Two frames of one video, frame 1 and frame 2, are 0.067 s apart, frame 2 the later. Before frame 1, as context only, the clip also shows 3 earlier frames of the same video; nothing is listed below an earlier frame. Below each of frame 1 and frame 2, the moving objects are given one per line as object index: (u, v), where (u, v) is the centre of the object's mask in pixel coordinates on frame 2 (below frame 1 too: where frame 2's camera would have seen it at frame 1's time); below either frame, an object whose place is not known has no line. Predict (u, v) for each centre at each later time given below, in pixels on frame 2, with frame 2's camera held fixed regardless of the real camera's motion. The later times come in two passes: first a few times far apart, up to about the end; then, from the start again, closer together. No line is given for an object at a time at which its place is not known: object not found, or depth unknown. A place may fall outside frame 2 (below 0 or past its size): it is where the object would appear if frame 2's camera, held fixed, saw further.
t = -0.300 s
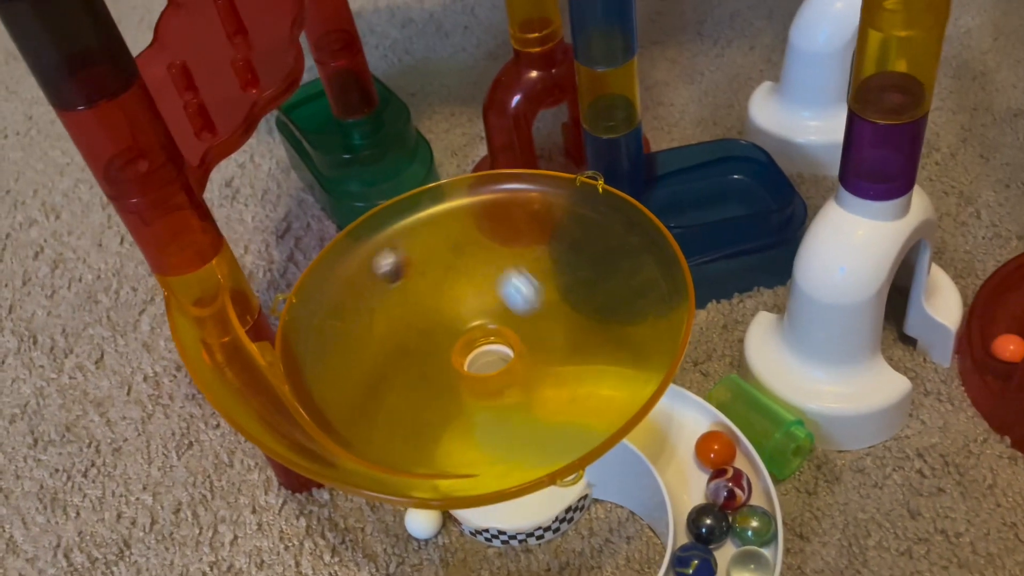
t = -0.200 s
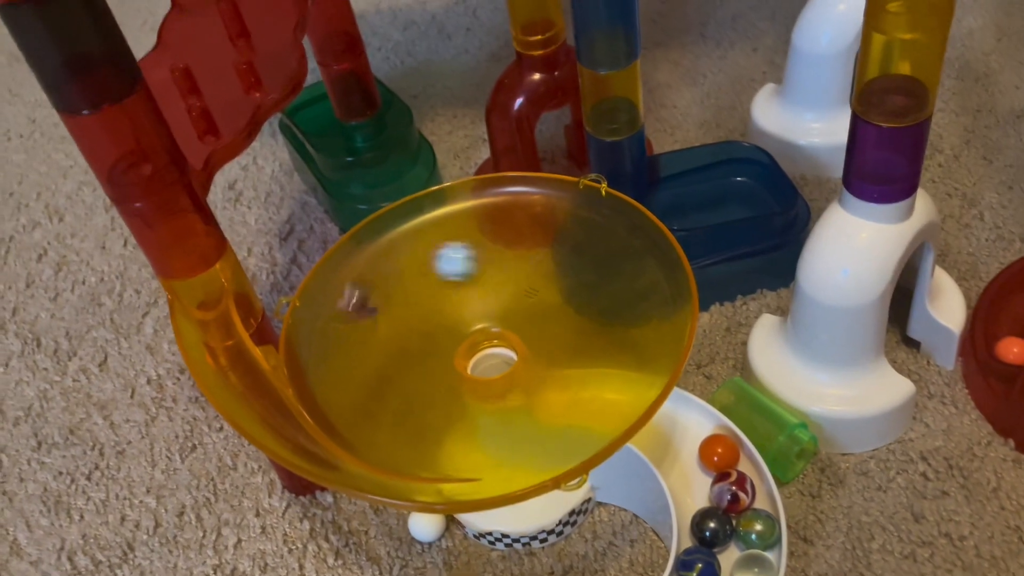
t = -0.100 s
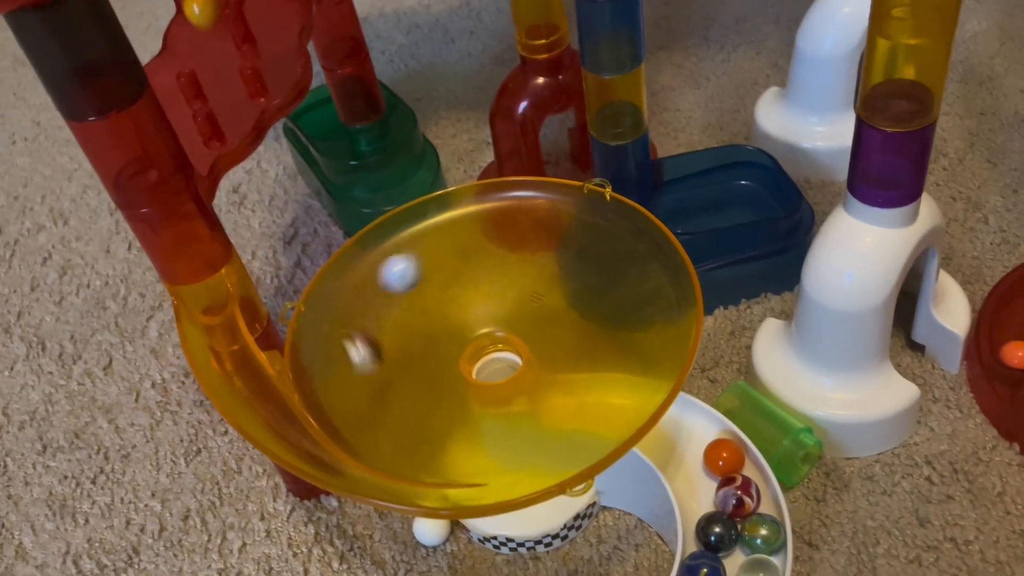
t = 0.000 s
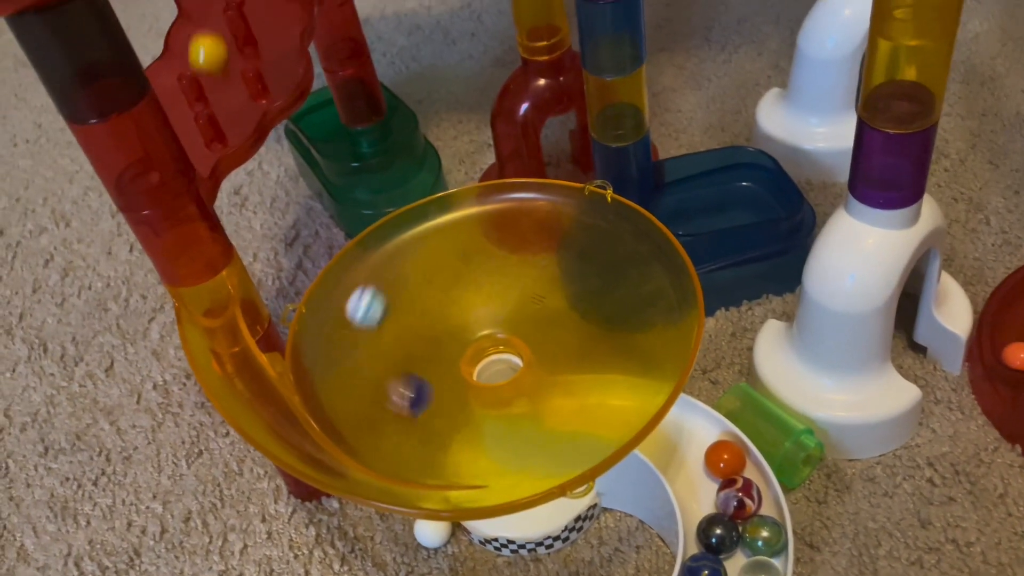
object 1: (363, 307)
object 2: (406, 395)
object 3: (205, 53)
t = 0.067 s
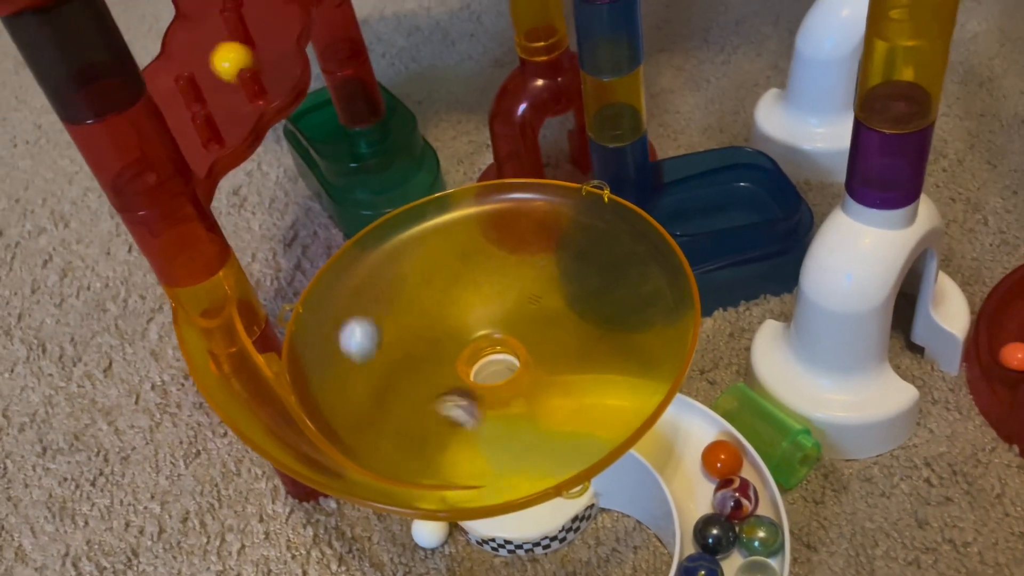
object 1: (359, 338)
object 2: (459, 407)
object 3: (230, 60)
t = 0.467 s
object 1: (579, 335)
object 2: (481, 285)
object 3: (275, 59)
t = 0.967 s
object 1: (373, 407)
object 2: (484, 411)
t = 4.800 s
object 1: (533, 337)
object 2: (492, 370)
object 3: (526, 391)
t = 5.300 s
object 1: (458, 394)
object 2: (502, 376)
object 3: (384, 371)
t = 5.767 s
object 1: (410, 342)
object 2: (458, 375)
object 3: (494, 288)
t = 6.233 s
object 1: (501, 298)
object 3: (528, 379)
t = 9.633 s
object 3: (437, 331)
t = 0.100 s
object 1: (364, 355)
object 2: (487, 405)
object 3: (238, 55)
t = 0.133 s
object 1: (375, 372)
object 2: (512, 397)
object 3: (243, 53)
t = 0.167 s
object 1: (391, 386)
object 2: (538, 383)
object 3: (247, 52)
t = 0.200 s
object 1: (413, 398)
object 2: (560, 365)
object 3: (250, 54)
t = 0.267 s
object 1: (467, 408)
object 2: (577, 334)
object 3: (257, 54)
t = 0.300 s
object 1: (496, 404)
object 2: (576, 317)
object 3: (260, 54)
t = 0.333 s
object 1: (523, 396)
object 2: (567, 303)
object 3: (263, 54)
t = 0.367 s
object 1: (546, 383)
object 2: (551, 293)
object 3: (266, 55)
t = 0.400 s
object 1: (563, 367)
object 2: (534, 285)
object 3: (269, 56)
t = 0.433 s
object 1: (574, 352)
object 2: (510, 283)
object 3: (272, 57)
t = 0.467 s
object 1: (579, 335)
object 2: (481, 285)
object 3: (275, 59)
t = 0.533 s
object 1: (569, 307)
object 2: (426, 305)
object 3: (279, 70)
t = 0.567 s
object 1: (553, 297)
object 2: (407, 317)
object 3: (278, 77)
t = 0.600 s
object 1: (532, 290)
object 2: (390, 330)
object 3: (269, 86)
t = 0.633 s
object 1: (507, 289)
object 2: (378, 350)
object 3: (255, 95)
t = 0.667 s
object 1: (478, 292)
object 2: (371, 367)
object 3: (241, 106)
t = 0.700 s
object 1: (448, 298)
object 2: (370, 384)
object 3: (237, 115)
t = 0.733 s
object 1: (422, 310)
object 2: (376, 396)
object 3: (232, 123)
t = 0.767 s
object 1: (400, 322)
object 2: (383, 407)
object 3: (227, 130)
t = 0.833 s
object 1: (372, 352)
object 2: (411, 421)
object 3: (202, 149)
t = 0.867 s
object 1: (366, 368)
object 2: (427, 426)
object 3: (196, 155)
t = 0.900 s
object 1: (364, 383)
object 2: (444, 427)
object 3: (198, 162)
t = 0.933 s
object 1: (366, 395)
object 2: (463, 422)
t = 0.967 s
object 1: (373, 407)
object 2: (484, 411)
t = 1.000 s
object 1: (383, 417)
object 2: (506, 399)
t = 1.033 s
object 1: (397, 423)
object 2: (520, 385)
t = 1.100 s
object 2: (535, 345)
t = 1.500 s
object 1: (444, 273)
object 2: (390, 349)
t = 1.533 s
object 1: (426, 278)
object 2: (402, 363)
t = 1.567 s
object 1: (411, 288)
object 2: (418, 377)
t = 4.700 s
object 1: (508, 393)
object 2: (424, 359)
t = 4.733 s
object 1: (523, 376)
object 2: (437, 367)
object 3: (480, 412)
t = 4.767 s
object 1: (533, 356)
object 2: (459, 371)
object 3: (505, 404)
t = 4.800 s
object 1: (533, 337)
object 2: (492, 370)
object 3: (526, 391)
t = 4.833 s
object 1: (524, 316)
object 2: (515, 360)
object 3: (543, 376)
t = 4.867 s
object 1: (507, 300)
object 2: (525, 345)
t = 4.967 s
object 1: (445, 282)
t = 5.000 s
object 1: (427, 286)
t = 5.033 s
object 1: (413, 294)
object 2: (475, 305)
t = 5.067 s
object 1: (402, 305)
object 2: (460, 313)
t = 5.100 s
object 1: (396, 319)
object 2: (445, 326)
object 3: (478, 294)
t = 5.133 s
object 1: (395, 334)
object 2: (435, 347)
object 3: (451, 302)
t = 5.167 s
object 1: (395, 351)
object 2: (441, 362)
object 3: (429, 310)
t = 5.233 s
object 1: (416, 379)
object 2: (470, 379)
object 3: (396, 340)
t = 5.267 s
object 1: (436, 389)
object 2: (493, 380)
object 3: (388, 357)
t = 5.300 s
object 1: (458, 394)
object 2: (502, 376)
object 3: (384, 371)
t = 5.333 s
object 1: (485, 394)
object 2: (524, 373)
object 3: (386, 385)
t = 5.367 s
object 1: (508, 386)
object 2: (532, 358)
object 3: (394, 396)
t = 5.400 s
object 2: (532, 340)
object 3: (406, 403)
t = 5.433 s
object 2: (525, 330)
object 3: (422, 408)
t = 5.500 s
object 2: (491, 318)
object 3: (461, 407)
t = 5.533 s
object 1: (547, 316)
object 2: (469, 317)
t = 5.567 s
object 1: (533, 306)
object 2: (450, 322)
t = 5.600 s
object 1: (513, 301)
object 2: (434, 329)
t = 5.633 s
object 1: (489, 301)
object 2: (422, 343)
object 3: (532, 356)
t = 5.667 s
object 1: (463, 306)
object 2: (423, 354)
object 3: (534, 336)
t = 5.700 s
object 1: (441, 315)
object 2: (429, 365)
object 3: (529, 317)
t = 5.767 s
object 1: (410, 342)
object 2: (458, 375)
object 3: (494, 288)
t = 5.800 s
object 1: (403, 356)
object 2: (475, 376)
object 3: (474, 283)
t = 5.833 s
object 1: (401, 369)
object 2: (498, 371)
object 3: (454, 282)
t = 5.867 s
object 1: (406, 382)
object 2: (519, 357)
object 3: (437, 287)
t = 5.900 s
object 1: (415, 391)
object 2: (526, 342)
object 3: (423, 295)
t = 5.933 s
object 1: (430, 397)
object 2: (524, 323)
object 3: (412, 308)
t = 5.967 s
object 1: (447, 400)
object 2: (519, 313)
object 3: (406, 325)
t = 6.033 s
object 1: (489, 391)
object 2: (485, 311)
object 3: (411, 360)
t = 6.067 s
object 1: (504, 379)
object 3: (423, 374)
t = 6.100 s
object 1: (523, 364)
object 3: (441, 384)
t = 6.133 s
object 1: (531, 345)
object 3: (463, 391)
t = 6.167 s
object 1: (528, 326)
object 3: (487, 391)
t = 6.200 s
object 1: (518, 309)
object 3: (507, 386)
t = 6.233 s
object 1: (501, 298)
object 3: (528, 379)
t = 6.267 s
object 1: (481, 292)
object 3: (543, 365)
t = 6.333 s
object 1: (446, 298)
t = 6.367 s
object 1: (432, 308)
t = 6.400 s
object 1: (422, 321)
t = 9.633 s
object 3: (437, 331)
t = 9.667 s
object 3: (431, 343)
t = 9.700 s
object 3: (432, 356)
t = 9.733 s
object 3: (440, 367)
